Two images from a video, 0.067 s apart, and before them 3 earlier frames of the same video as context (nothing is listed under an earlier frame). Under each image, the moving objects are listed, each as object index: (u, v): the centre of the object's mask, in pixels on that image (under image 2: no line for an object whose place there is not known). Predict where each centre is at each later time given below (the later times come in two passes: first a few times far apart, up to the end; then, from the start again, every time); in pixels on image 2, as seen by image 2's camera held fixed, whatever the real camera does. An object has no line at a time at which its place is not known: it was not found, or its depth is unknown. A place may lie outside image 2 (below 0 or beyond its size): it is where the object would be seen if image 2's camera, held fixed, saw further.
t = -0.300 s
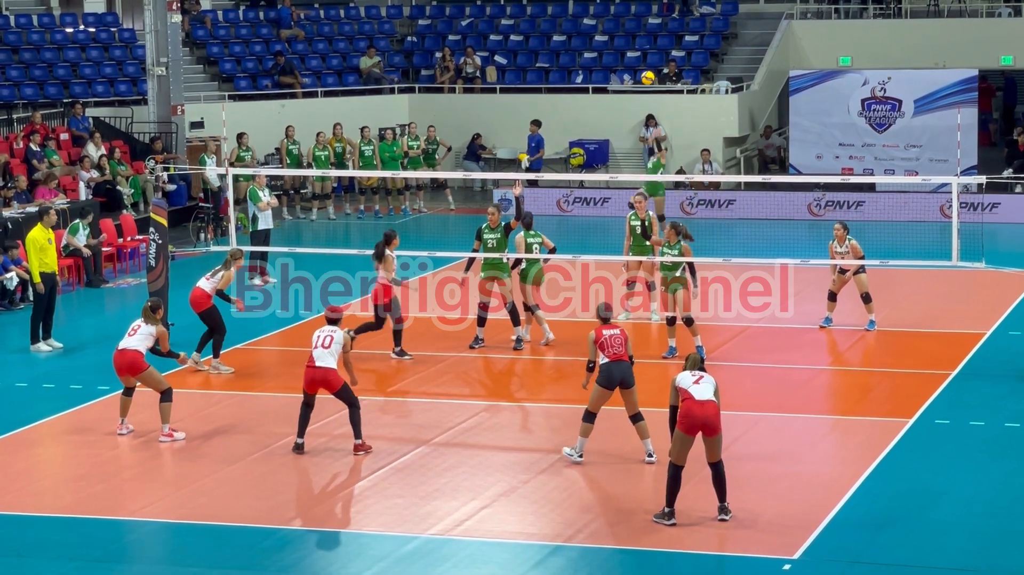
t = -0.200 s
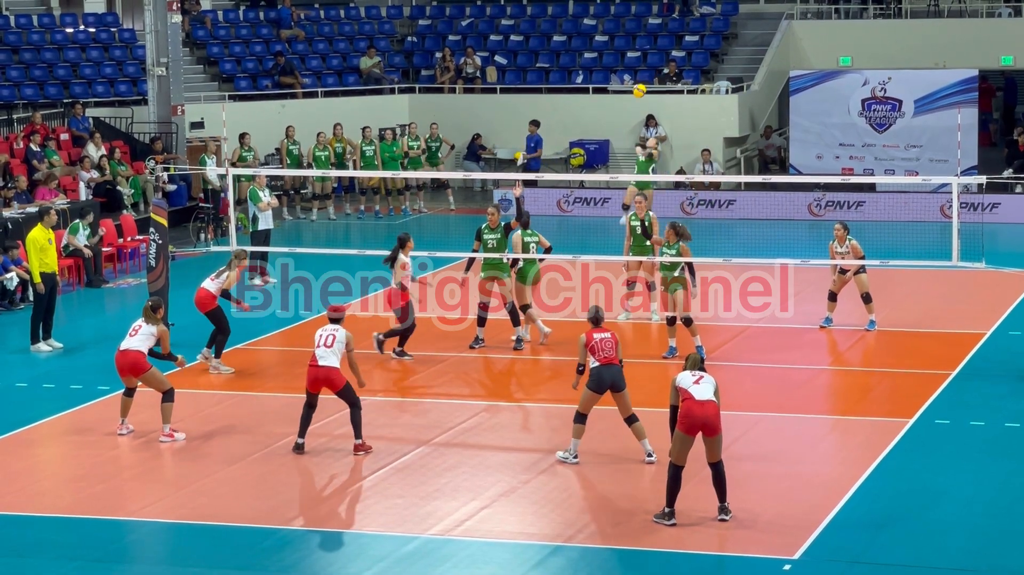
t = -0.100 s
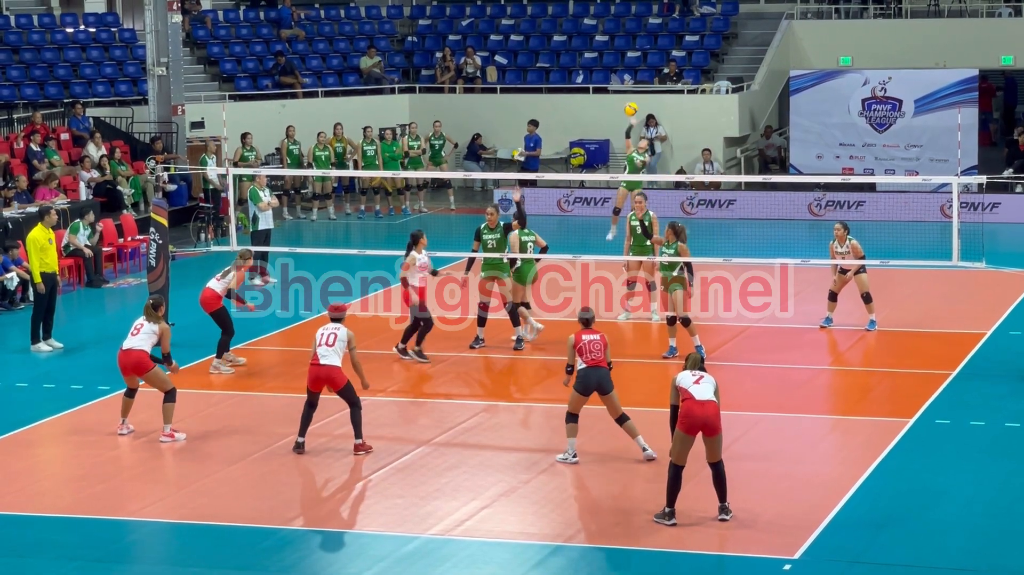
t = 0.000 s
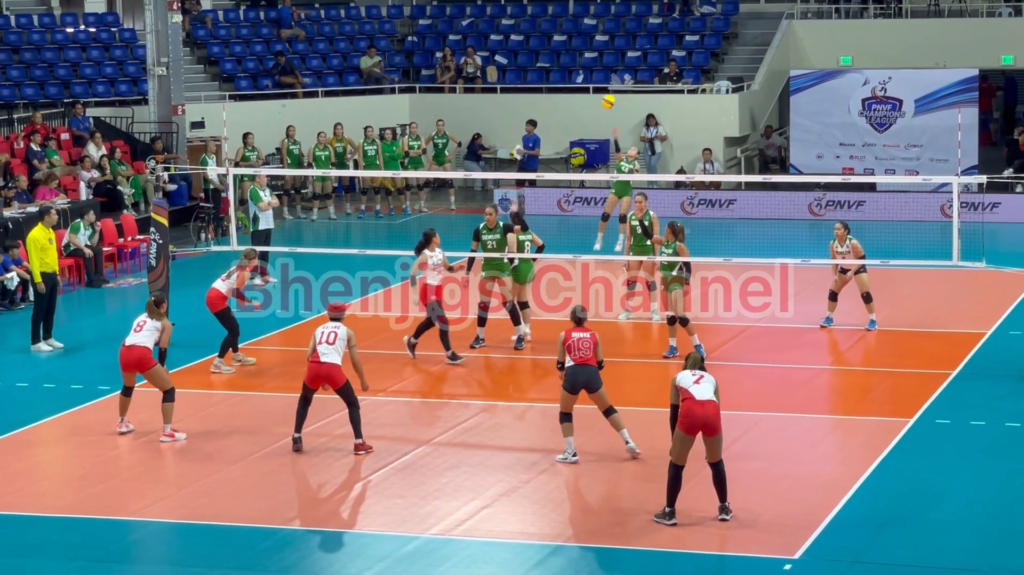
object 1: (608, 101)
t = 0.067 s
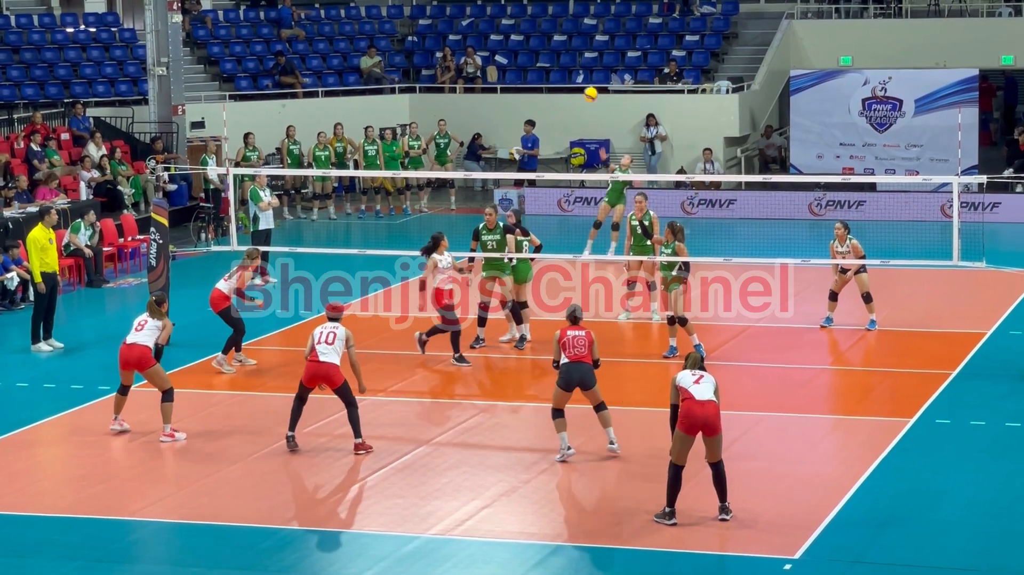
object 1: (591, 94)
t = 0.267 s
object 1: (539, 91)
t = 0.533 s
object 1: (464, 144)
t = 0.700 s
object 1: (407, 206)
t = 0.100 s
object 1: (582, 91)
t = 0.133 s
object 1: (573, 90)
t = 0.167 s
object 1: (564, 89)
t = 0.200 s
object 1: (556, 89)
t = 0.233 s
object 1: (547, 90)
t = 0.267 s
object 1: (539, 91)
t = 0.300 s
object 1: (530, 94)
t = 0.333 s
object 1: (522, 98)
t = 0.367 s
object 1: (513, 103)
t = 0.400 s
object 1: (504, 109)
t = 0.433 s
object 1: (494, 117)
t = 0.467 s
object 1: (485, 125)
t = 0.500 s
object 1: (475, 134)
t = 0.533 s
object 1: (464, 144)
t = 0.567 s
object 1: (453, 155)
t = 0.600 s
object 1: (441, 164)
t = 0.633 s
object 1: (430, 178)
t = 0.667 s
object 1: (419, 191)
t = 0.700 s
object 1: (407, 206)
